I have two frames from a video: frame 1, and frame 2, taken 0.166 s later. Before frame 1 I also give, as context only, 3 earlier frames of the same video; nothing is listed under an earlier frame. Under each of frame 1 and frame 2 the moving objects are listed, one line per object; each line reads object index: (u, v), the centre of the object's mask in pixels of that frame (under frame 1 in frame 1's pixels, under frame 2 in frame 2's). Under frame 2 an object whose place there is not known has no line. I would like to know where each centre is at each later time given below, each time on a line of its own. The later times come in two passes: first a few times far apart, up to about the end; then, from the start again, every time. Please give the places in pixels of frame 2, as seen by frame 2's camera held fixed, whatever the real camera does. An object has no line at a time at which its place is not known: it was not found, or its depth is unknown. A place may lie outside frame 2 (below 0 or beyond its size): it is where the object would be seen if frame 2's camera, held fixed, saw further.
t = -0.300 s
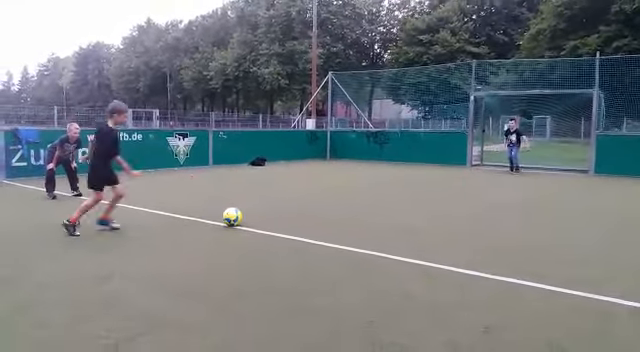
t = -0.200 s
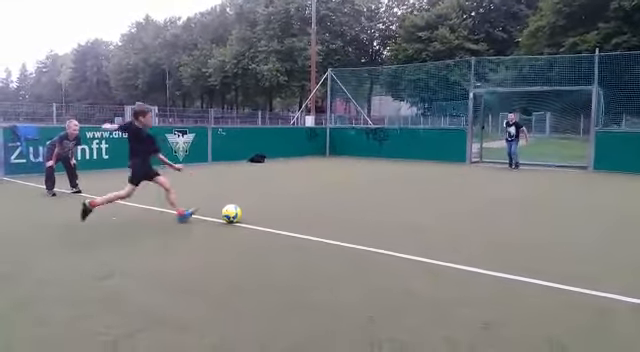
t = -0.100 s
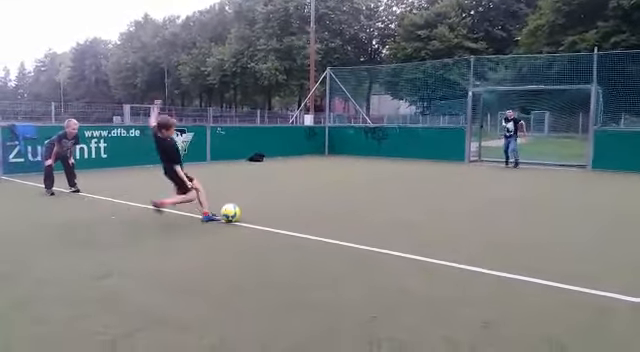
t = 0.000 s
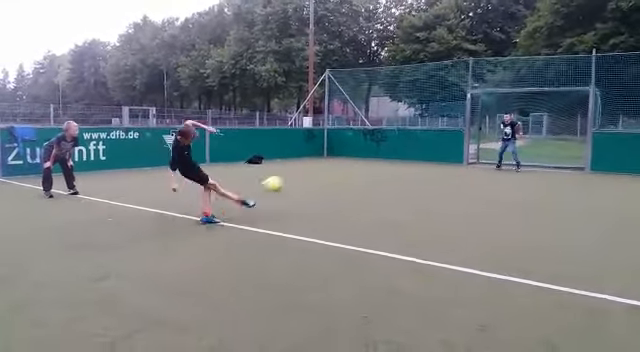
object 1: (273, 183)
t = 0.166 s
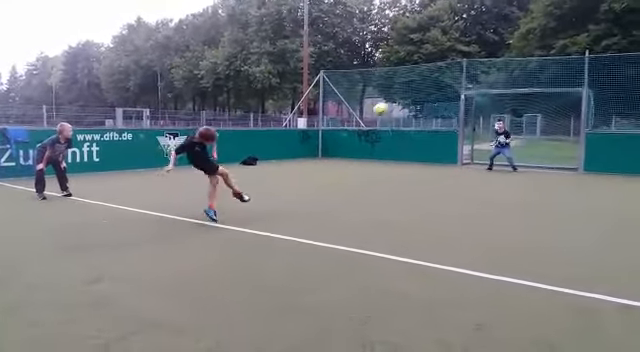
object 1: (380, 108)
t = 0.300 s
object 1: (432, 79)
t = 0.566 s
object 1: (483, 61)
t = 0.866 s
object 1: (474, 80)
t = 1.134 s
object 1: (458, 71)
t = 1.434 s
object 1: (435, 94)
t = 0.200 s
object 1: (396, 99)
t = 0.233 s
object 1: (410, 91)
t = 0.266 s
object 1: (421, 85)
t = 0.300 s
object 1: (432, 79)
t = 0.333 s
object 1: (441, 74)
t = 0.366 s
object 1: (449, 71)
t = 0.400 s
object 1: (457, 67)
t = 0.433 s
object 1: (463, 65)
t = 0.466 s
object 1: (469, 64)
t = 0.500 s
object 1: (475, 62)
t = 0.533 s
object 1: (479, 62)
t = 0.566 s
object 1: (483, 61)
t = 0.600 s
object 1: (487, 62)
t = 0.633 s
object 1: (487, 66)
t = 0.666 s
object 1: (486, 71)
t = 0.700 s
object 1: (484, 76)
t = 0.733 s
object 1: (482, 81)
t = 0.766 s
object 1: (480, 86)
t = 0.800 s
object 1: (478, 86)
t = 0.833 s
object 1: (476, 83)
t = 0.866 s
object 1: (474, 80)
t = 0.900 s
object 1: (473, 78)
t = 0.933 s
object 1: (470, 76)
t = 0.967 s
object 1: (468, 74)
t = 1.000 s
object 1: (466, 72)
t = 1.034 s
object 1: (463, 71)
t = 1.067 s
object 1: (461, 71)
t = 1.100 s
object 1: (459, 71)
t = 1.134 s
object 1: (458, 71)
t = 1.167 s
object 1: (455, 72)
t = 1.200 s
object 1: (453, 73)
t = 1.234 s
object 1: (450, 74)
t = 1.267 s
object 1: (448, 76)
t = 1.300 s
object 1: (445, 79)
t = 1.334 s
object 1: (443, 82)
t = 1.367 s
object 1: (440, 86)
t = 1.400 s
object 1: (438, 89)
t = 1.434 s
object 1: (435, 94)
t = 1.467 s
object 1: (433, 98)
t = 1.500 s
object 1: (430, 104)
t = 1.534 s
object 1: (428, 109)
